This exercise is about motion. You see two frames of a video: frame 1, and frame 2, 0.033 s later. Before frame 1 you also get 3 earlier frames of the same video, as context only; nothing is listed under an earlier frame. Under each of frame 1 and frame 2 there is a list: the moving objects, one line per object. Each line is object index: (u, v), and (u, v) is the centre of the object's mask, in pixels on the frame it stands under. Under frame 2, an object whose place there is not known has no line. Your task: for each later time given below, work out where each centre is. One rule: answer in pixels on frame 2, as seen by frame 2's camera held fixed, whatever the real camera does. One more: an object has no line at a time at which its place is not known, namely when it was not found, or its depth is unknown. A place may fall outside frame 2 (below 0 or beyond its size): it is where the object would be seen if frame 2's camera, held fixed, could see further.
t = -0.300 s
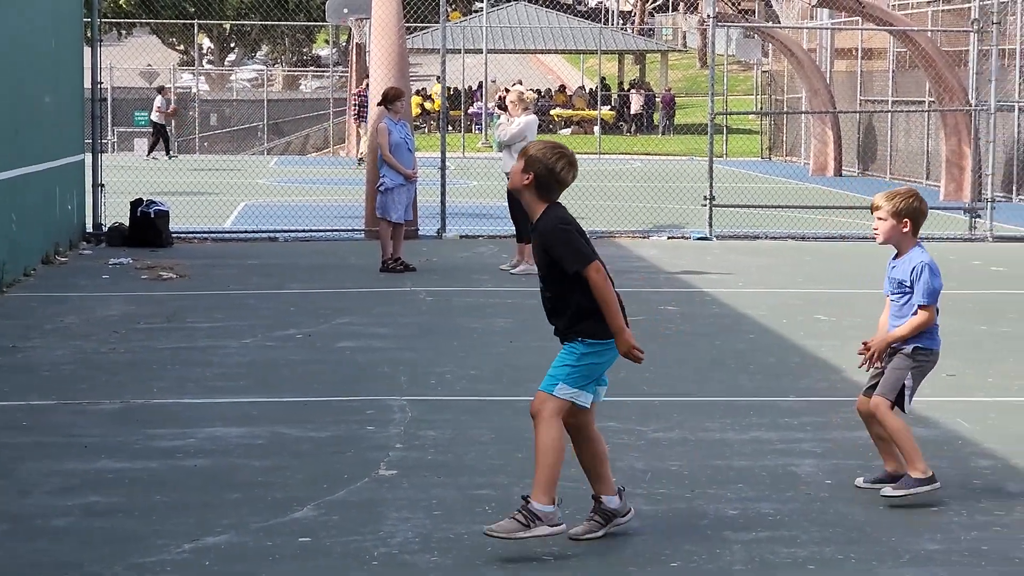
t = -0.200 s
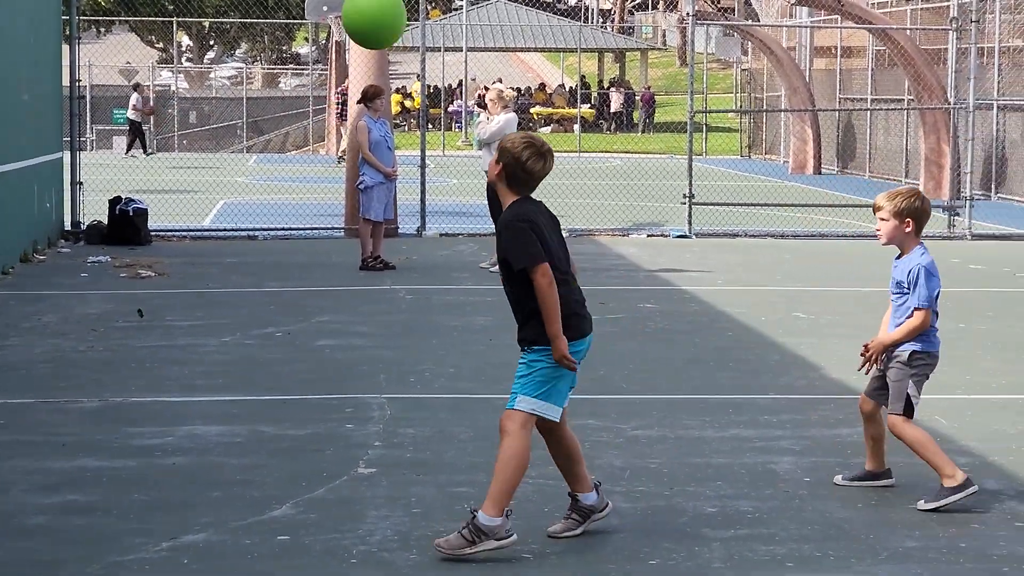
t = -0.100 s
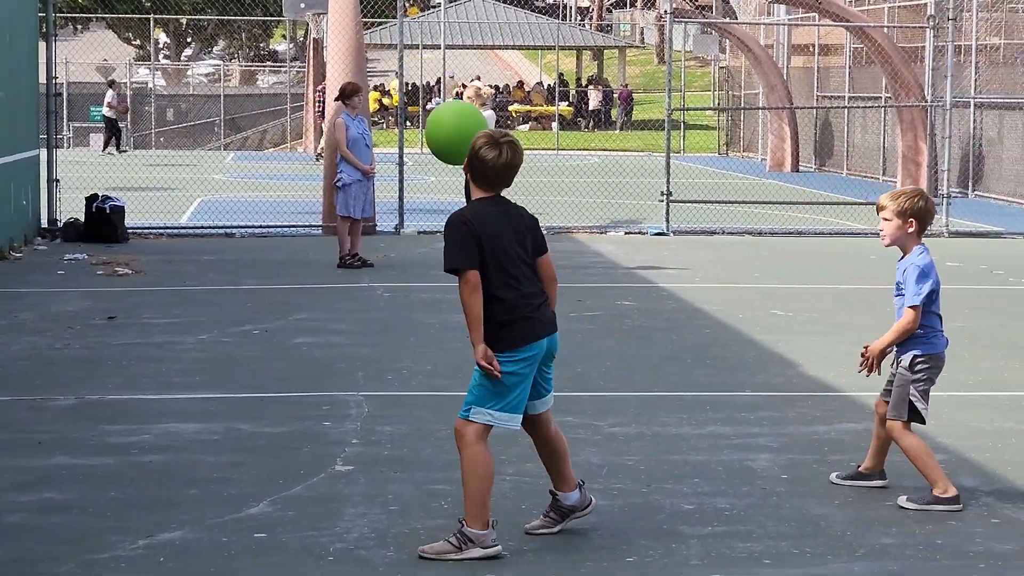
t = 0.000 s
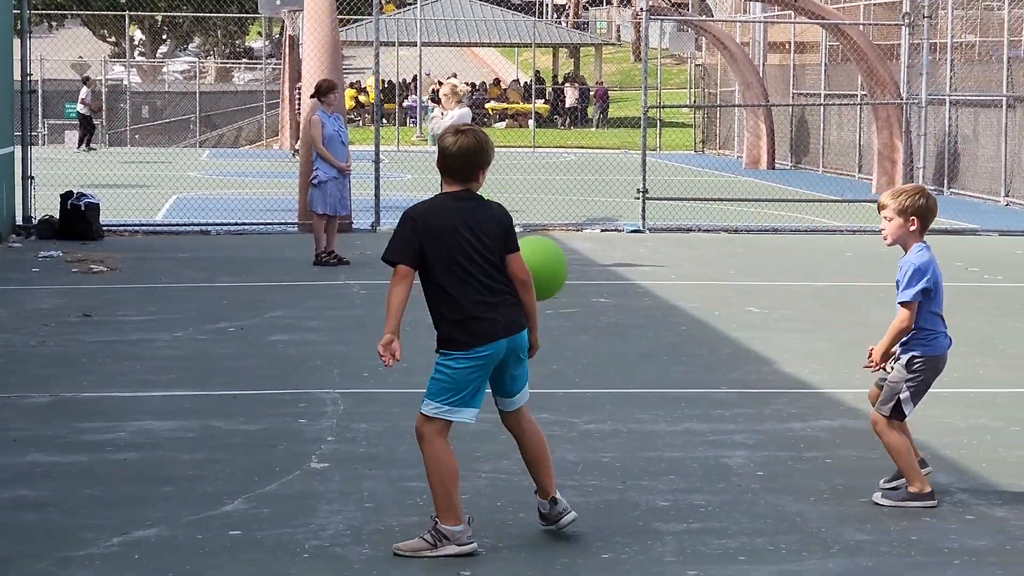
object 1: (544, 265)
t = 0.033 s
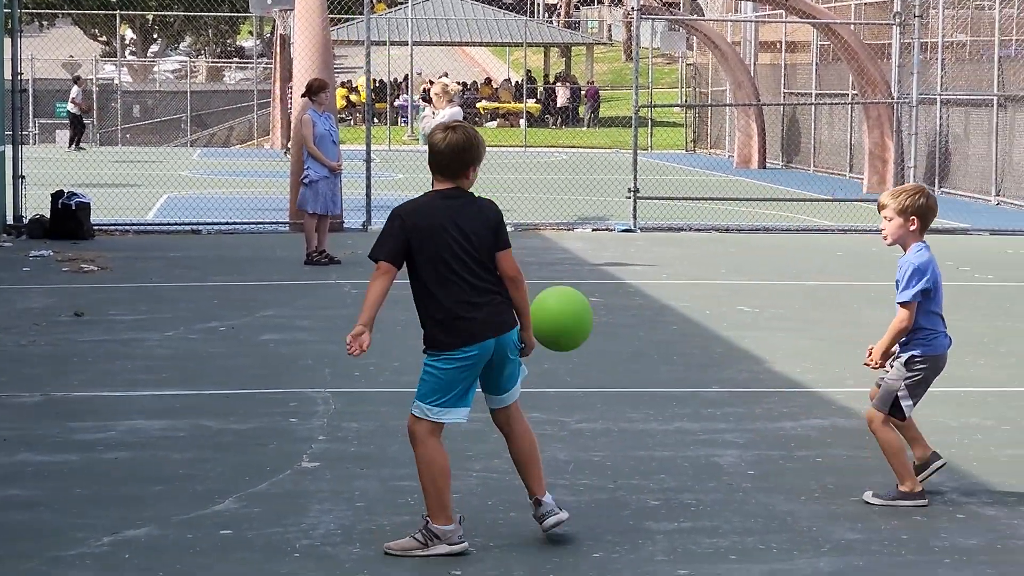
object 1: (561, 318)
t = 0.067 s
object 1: (597, 371)
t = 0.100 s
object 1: (633, 428)
